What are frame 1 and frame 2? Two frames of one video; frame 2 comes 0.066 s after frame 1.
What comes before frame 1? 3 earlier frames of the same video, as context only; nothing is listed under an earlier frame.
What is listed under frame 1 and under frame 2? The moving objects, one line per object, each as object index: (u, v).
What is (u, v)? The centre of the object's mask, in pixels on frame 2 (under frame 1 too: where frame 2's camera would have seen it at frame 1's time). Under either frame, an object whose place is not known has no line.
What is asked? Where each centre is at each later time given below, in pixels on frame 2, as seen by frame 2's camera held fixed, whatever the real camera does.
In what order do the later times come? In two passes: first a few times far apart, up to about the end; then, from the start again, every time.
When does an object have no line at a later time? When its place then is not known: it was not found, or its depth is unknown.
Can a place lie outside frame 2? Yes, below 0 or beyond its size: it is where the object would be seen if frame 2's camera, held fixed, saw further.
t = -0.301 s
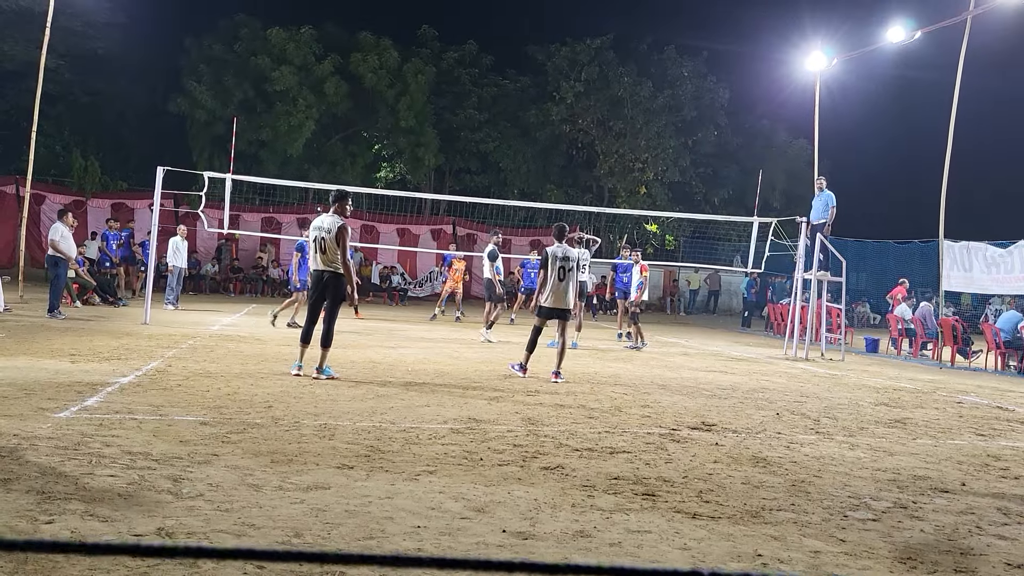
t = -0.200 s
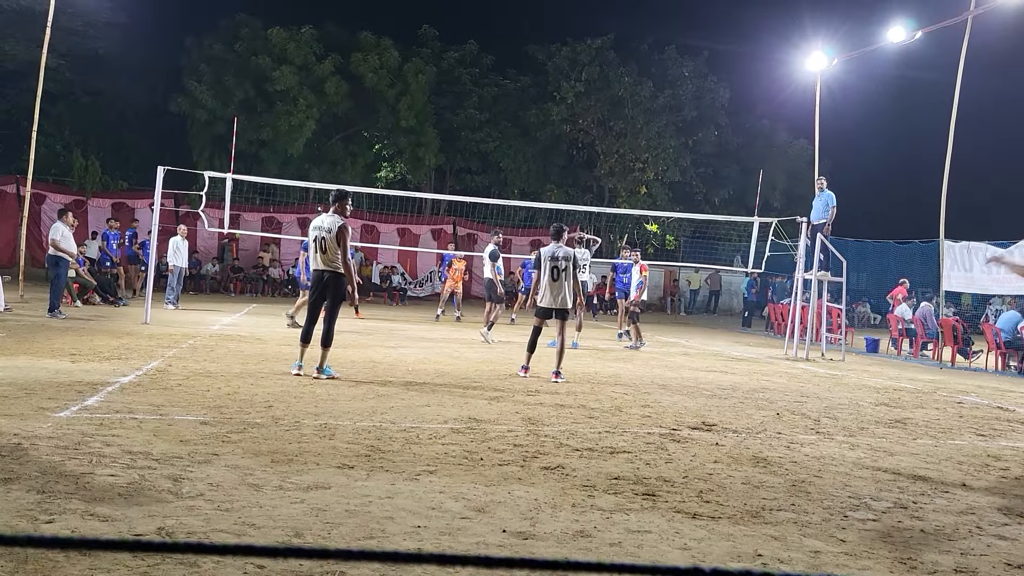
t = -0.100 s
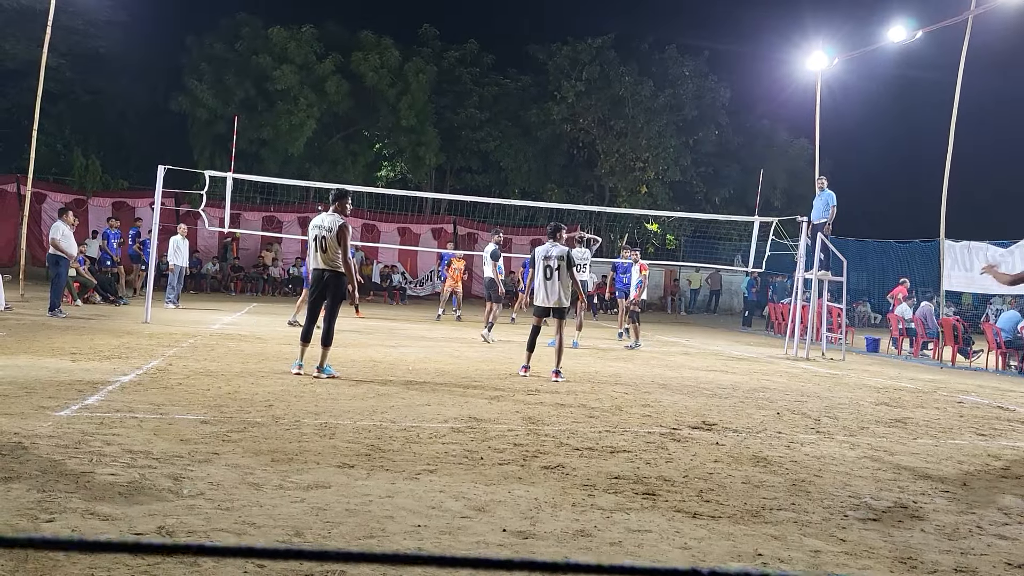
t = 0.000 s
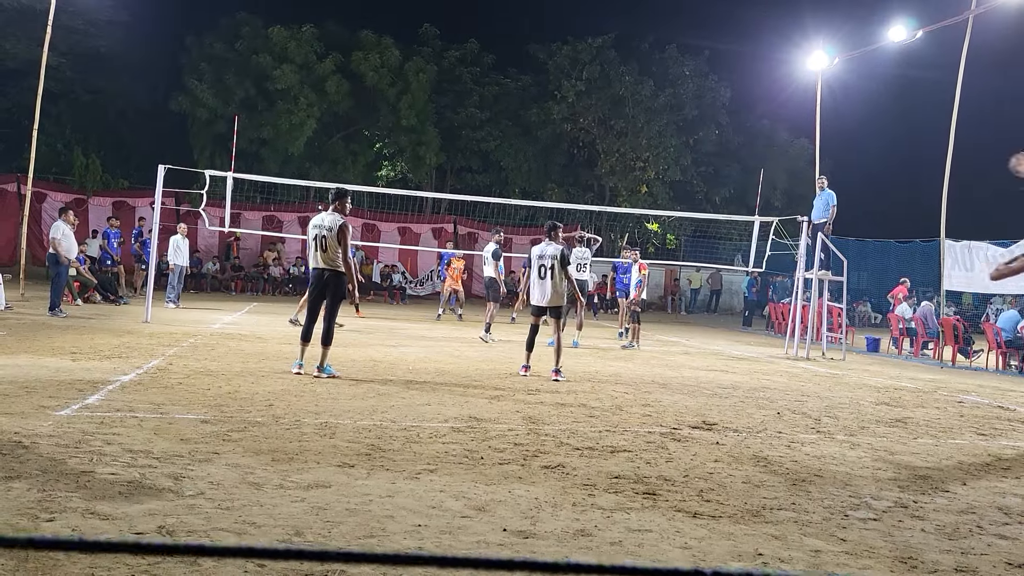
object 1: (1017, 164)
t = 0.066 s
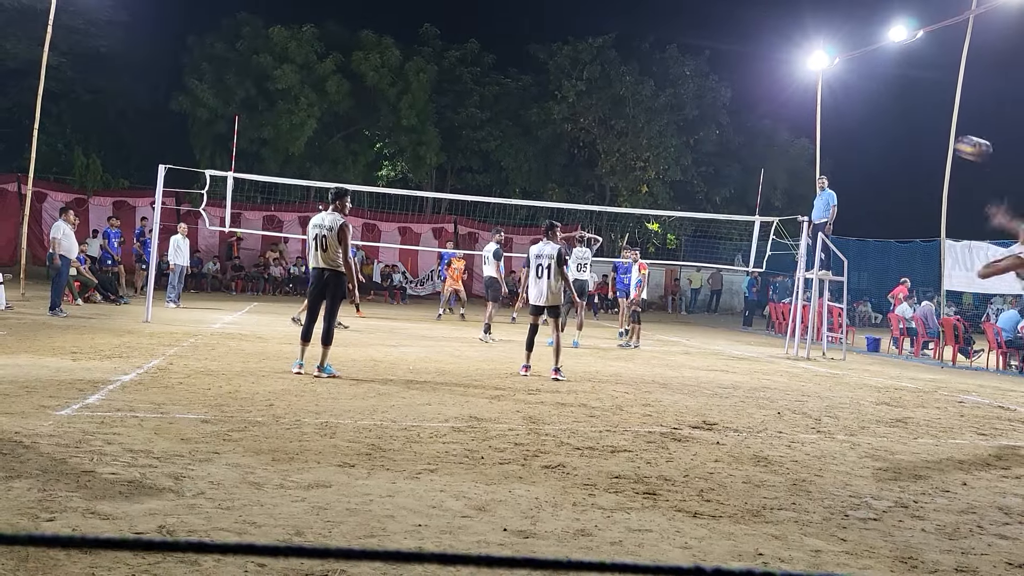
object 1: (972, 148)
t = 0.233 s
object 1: (873, 129)
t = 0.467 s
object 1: (788, 145)
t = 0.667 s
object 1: (742, 177)
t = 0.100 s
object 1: (947, 141)
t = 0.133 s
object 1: (927, 137)
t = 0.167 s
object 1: (907, 133)
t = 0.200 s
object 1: (889, 131)
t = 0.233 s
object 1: (873, 129)
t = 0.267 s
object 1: (857, 130)
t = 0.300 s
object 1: (844, 130)
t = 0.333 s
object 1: (831, 131)
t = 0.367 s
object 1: (819, 134)
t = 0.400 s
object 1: (807, 137)
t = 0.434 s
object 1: (797, 141)
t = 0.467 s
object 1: (788, 145)
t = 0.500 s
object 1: (779, 150)
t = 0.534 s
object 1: (771, 154)
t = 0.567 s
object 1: (763, 160)
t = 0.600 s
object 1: (756, 165)
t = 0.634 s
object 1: (749, 171)
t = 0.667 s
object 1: (742, 177)
